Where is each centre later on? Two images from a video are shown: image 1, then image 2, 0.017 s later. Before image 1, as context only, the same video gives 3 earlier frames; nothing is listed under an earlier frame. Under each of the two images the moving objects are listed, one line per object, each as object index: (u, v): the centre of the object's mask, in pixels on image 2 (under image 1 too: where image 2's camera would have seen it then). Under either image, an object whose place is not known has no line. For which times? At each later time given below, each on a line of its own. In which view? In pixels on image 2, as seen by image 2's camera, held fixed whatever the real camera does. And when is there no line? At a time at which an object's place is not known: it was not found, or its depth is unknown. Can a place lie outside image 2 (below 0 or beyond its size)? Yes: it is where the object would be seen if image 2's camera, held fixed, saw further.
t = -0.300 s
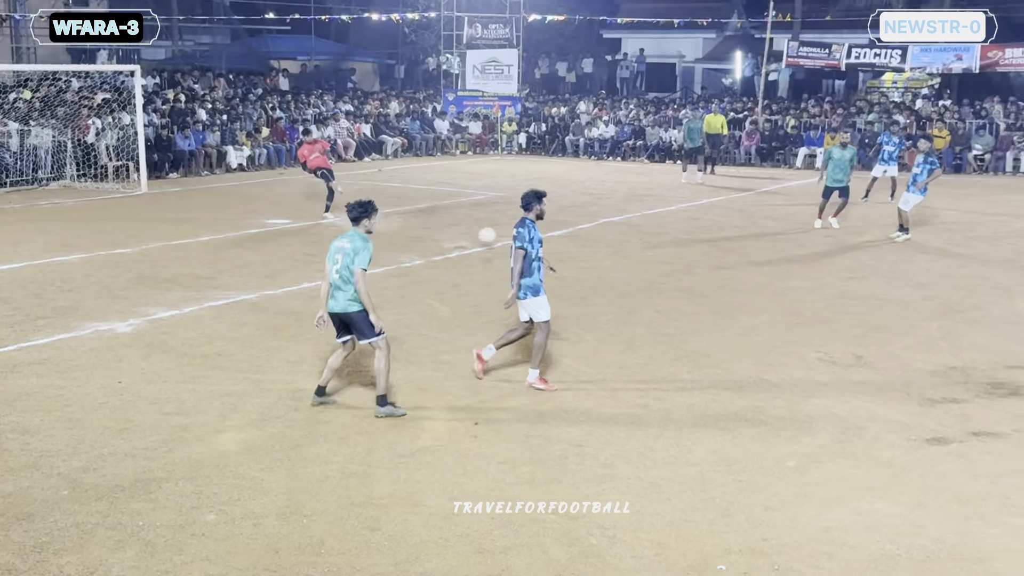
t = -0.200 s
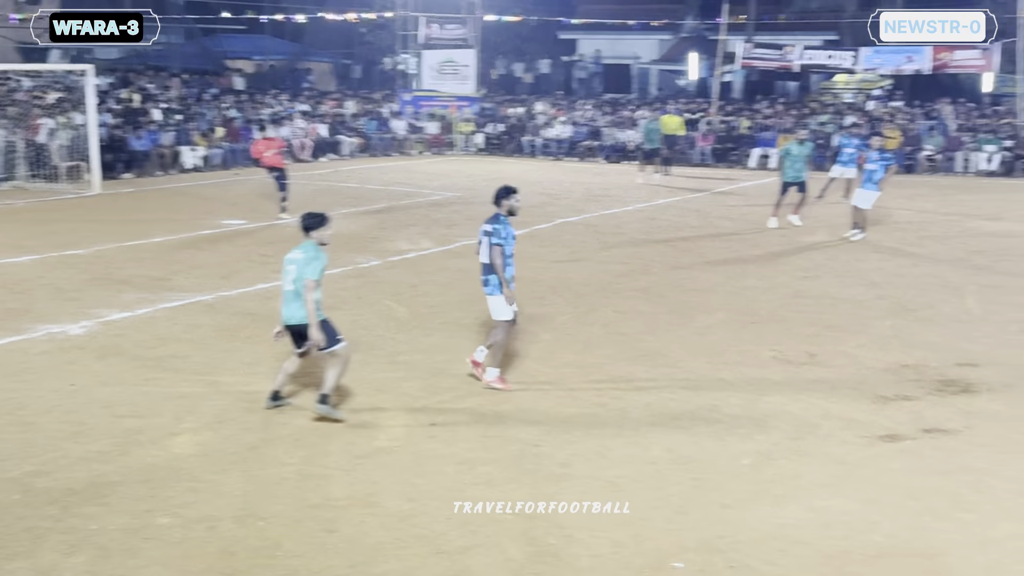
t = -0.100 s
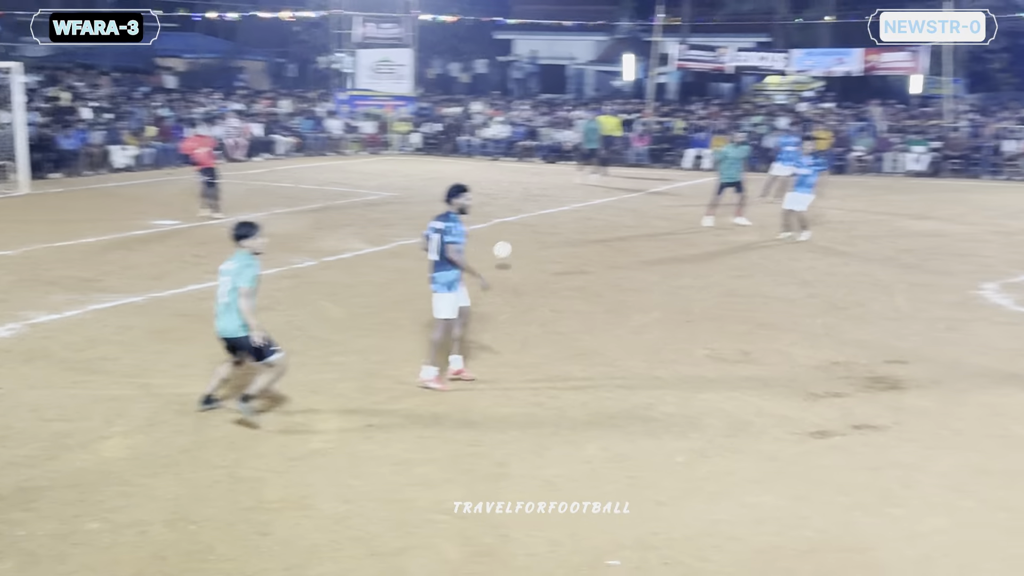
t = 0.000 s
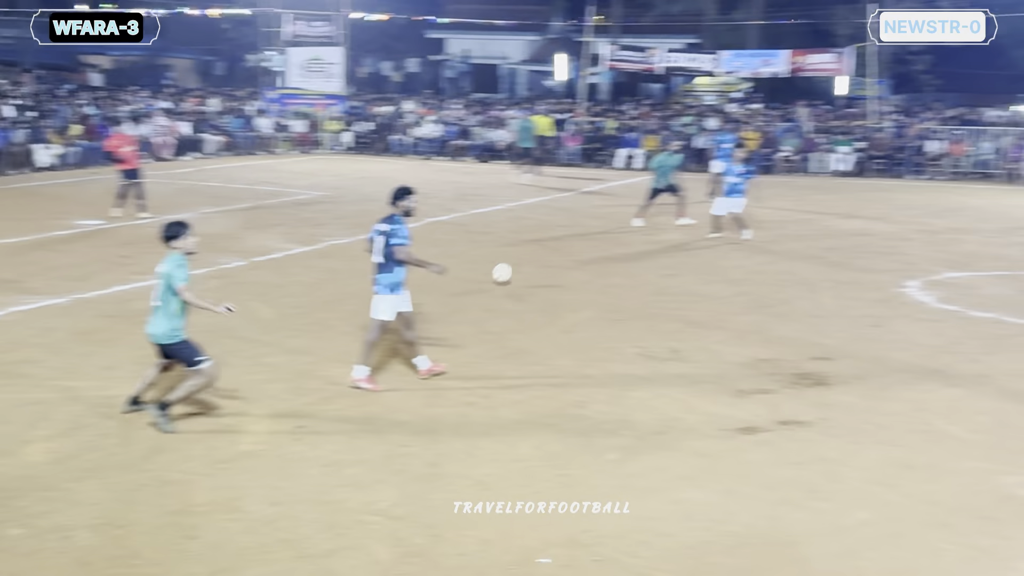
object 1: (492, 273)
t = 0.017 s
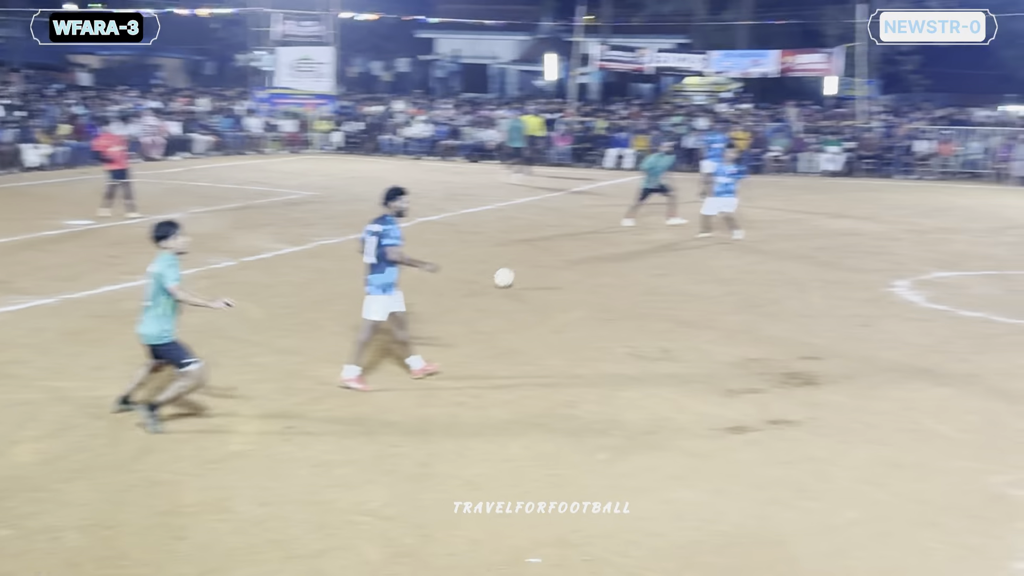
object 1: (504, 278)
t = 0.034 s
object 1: (515, 282)
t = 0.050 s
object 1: (525, 283)
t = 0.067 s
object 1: (535, 284)
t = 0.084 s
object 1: (544, 284)
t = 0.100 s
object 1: (554, 283)
